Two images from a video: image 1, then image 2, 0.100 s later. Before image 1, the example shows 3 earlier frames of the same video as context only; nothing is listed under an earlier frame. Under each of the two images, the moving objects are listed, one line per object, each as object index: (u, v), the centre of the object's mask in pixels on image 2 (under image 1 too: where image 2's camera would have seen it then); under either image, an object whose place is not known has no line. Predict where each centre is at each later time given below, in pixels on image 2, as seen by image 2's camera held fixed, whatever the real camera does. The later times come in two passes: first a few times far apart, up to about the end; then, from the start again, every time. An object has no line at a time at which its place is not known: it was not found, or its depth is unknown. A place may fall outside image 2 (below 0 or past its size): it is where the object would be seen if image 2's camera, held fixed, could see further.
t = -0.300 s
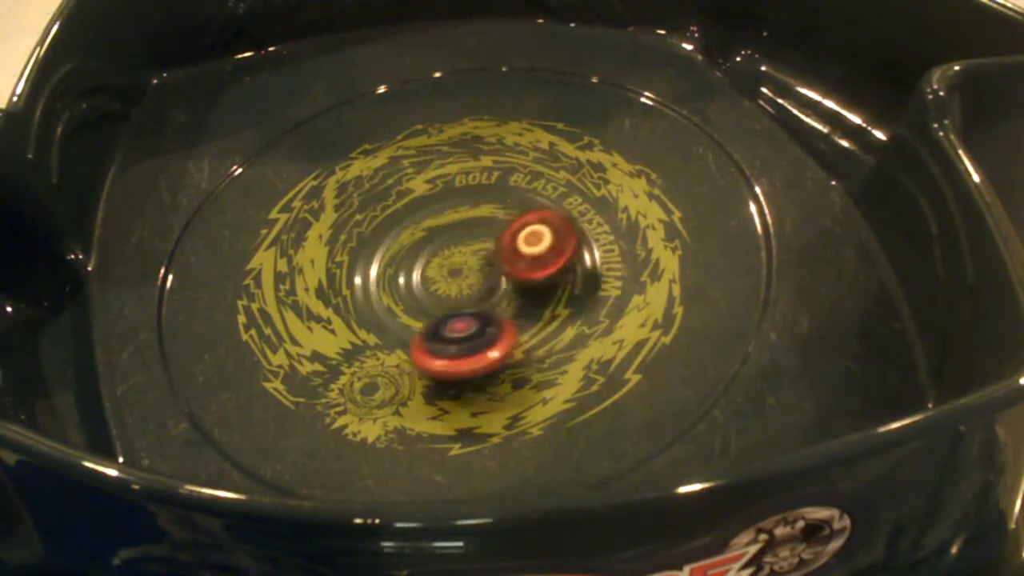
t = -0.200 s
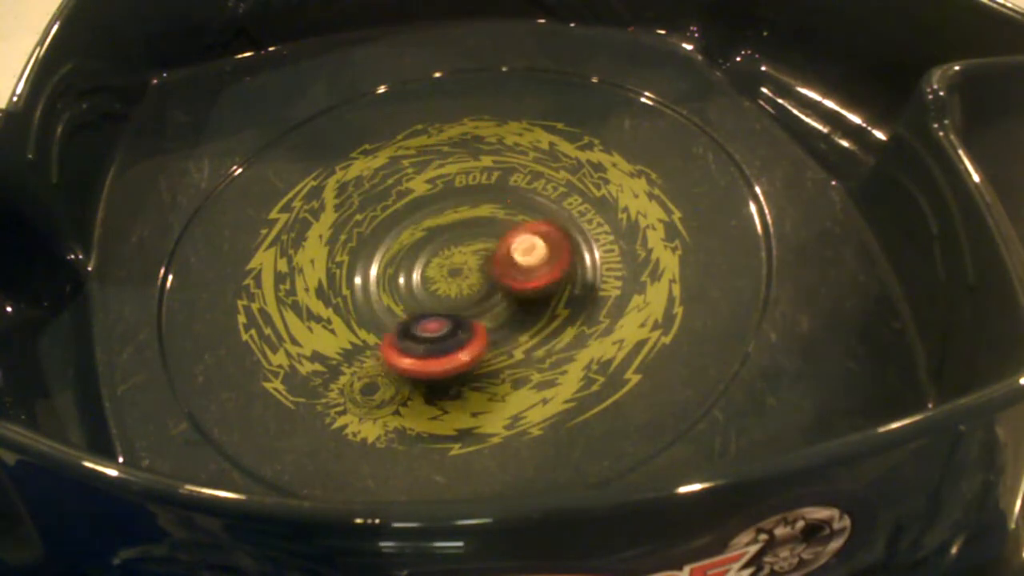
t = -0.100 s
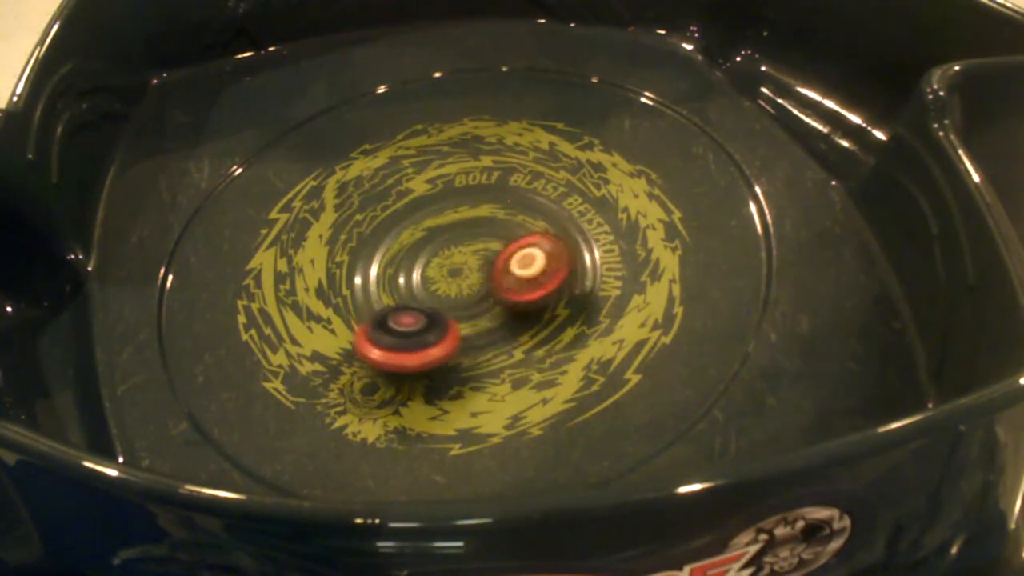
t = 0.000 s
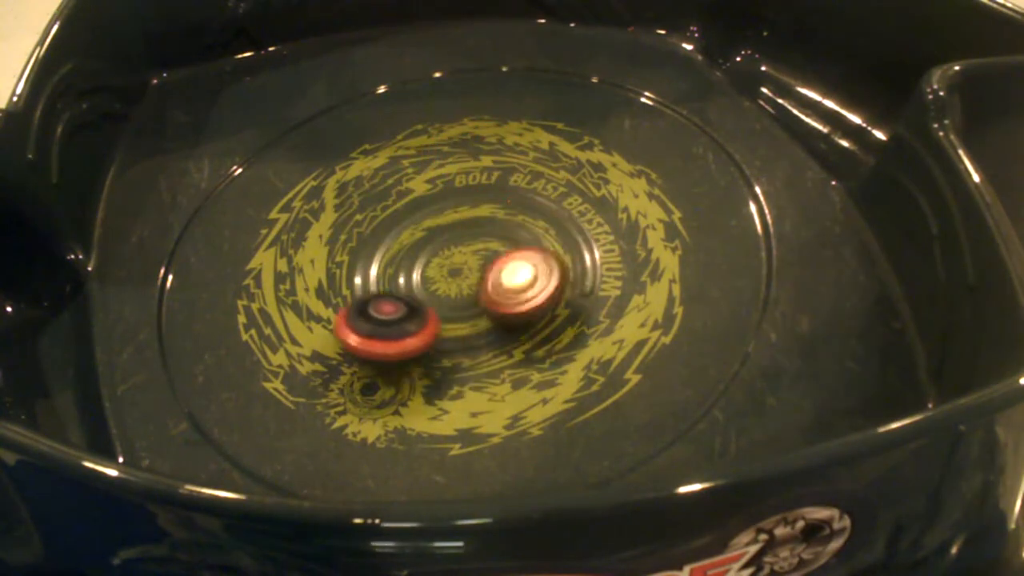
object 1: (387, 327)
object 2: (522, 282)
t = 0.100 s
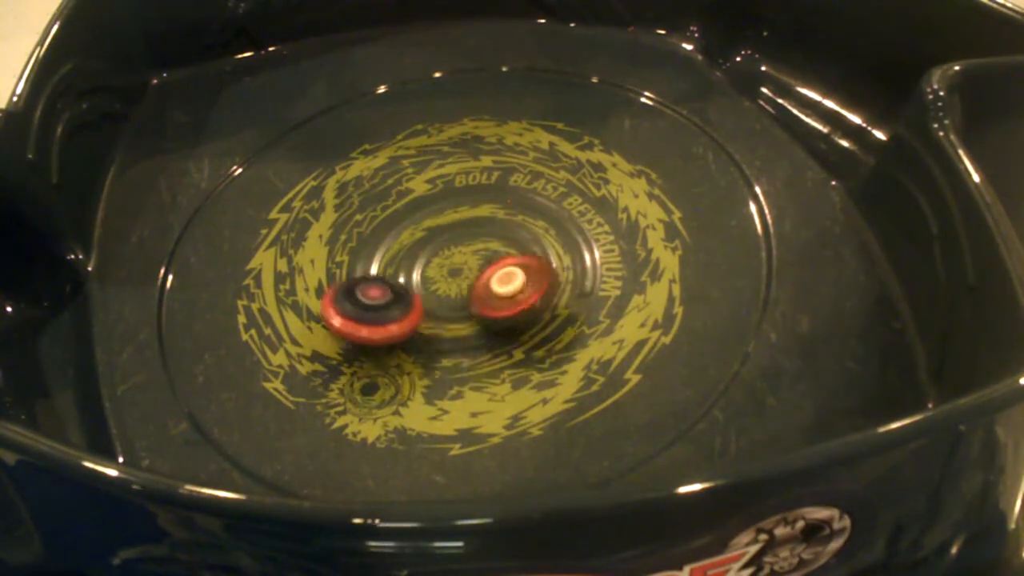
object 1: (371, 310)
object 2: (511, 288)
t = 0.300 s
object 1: (374, 278)
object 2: (493, 302)
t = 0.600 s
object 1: (409, 212)
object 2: (452, 314)
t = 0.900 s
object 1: (477, 177)
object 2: (399, 306)
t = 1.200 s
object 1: (533, 191)
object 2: (369, 272)
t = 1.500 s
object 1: (574, 233)
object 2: (376, 227)
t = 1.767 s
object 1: (569, 280)
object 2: (412, 195)
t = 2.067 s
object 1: (506, 325)
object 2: (469, 175)
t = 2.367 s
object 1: (426, 321)
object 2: (533, 186)
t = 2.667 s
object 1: (386, 265)
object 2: (569, 222)
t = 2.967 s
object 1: (395, 211)
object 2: (576, 269)
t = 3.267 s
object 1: (449, 180)
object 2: (535, 261)
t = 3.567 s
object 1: (518, 183)
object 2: (448, 252)
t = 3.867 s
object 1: (567, 219)
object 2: (406, 247)
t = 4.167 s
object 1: (568, 278)
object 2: (418, 231)
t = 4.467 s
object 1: (499, 315)
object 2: (445, 214)
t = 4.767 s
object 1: (427, 293)
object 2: (487, 210)
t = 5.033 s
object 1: (380, 253)
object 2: (520, 224)
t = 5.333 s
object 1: (400, 203)
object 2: (531, 255)
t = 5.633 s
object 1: (454, 180)
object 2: (504, 296)
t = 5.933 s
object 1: (527, 187)
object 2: (452, 315)
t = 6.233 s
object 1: (571, 233)
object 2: (394, 303)
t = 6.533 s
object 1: (558, 287)
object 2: (367, 267)
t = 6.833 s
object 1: (483, 298)
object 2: (380, 219)
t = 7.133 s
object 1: (415, 268)
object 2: (424, 187)
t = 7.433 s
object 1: (418, 241)
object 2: (501, 167)
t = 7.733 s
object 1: (449, 215)
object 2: (555, 202)
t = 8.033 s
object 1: (486, 213)
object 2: (569, 240)
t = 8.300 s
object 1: (522, 225)
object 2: (562, 303)
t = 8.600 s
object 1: (521, 224)
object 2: (515, 372)
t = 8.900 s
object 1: (535, 260)
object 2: (445, 347)
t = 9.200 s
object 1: (518, 290)
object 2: (422, 273)
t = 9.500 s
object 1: (510, 298)
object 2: (425, 172)
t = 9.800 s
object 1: (513, 296)
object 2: (460, 145)
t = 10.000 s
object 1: (518, 292)
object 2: (494, 152)
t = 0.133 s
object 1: (368, 305)
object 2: (507, 291)
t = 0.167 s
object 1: (366, 299)
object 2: (504, 297)
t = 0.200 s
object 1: (364, 292)
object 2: (501, 301)
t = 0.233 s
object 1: (364, 287)
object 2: (500, 301)
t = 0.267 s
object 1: (368, 283)
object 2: (498, 300)
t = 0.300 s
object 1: (374, 278)
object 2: (493, 302)
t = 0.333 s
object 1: (379, 271)
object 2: (487, 306)
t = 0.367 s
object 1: (382, 264)
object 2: (483, 309)
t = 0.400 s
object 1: (385, 255)
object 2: (482, 309)
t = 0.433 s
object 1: (388, 248)
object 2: (478, 310)
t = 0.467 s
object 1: (391, 240)
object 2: (475, 309)
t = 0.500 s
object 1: (395, 232)
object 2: (471, 311)
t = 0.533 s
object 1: (399, 225)
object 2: (465, 312)
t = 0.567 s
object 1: (404, 219)
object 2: (459, 314)
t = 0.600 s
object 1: (409, 212)
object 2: (452, 314)
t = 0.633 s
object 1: (415, 205)
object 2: (447, 315)
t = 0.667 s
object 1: (421, 198)
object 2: (442, 315)
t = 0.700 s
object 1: (430, 189)
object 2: (435, 315)
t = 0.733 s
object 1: (440, 180)
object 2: (428, 314)
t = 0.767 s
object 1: (447, 178)
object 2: (423, 313)
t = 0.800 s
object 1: (453, 180)
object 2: (416, 312)
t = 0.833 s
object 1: (458, 182)
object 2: (410, 310)
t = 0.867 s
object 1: (466, 181)
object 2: (403, 308)
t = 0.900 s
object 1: (477, 177)
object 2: (399, 306)
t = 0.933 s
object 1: (487, 174)
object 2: (393, 303)
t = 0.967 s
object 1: (492, 175)
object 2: (389, 300)
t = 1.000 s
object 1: (495, 178)
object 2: (385, 297)
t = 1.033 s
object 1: (500, 181)
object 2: (382, 294)
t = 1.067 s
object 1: (509, 182)
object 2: (378, 289)
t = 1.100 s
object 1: (520, 182)
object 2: (375, 285)
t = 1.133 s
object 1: (528, 183)
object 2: (373, 280)
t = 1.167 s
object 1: (531, 186)
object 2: (371, 275)
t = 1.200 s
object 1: (533, 191)
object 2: (369, 272)
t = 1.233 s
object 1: (538, 195)
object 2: (368, 267)
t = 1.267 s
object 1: (547, 198)
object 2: (367, 262)
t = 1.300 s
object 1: (556, 202)
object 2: (367, 257)
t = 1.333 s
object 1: (560, 206)
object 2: (367, 252)
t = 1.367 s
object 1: (560, 210)
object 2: (367, 247)
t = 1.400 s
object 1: (561, 215)
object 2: (368, 241)
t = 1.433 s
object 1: (565, 221)
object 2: (370, 237)
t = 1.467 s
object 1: (572, 228)
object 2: (373, 232)
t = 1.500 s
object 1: (574, 233)
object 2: (376, 227)
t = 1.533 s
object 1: (575, 237)
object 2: (379, 222)
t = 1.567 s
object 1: (574, 242)
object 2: (383, 217)
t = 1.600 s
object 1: (573, 249)
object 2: (388, 213)
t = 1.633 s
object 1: (573, 258)
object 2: (393, 207)
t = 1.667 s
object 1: (573, 267)
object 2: (397, 204)
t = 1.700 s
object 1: (572, 271)
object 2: (401, 201)
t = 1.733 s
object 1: (571, 275)
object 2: (407, 197)
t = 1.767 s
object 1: (569, 280)
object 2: (412, 195)
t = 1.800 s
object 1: (565, 286)
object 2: (418, 191)
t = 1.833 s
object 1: (559, 292)
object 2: (423, 189)
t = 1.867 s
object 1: (553, 298)
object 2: (429, 187)
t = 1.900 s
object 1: (547, 303)
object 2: (436, 184)
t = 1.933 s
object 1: (539, 309)
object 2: (442, 181)
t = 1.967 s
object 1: (531, 314)
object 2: (448, 179)
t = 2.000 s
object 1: (524, 318)
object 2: (455, 177)
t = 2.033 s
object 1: (515, 321)
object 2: (461, 176)
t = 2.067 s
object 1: (506, 325)
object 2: (469, 175)
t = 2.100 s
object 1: (497, 327)
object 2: (477, 174)
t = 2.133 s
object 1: (487, 329)
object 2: (485, 174)
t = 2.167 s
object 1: (478, 330)
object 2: (493, 175)
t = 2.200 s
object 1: (468, 330)
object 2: (500, 176)
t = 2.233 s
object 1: (460, 330)
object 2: (508, 178)
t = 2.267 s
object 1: (450, 329)
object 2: (515, 180)
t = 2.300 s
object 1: (441, 327)
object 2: (521, 181)
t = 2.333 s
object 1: (433, 324)
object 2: (527, 184)
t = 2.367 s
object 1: (426, 321)
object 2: (533, 186)
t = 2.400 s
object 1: (423, 317)
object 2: (539, 189)
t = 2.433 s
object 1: (423, 310)
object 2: (544, 193)
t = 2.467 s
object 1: (419, 303)
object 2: (549, 196)
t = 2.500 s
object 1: (411, 297)
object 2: (553, 199)
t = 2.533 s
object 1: (405, 291)
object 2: (557, 204)
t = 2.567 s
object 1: (399, 285)
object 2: (561, 208)
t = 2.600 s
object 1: (393, 278)
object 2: (563, 213)
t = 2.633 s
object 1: (389, 271)
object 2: (567, 217)
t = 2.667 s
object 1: (386, 265)
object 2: (569, 222)
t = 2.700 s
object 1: (383, 258)
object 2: (571, 228)
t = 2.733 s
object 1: (380, 251)
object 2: (572, 233)
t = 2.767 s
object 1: (378, 243)
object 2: (573, 239)
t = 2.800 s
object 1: (376, 235)
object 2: (574, 245)
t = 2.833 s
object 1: (375, 225)
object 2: (574, 251)
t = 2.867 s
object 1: (377, 218)
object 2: (574, 257)
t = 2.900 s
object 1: (383, 217)
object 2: (573, 264)
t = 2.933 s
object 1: (390, 216)
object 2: (574, 268)
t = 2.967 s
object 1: (395, 211)
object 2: (576, 269)
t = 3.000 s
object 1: (401, 204)
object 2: (576, 268)
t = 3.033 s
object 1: (405, 198)
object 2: (576, 265)
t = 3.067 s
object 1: (410, 195)
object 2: (573, 261)
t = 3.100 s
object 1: (415, 195)
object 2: (570, 260)
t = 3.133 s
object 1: (421, 194)
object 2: (565, 261)
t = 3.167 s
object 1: (427, 191)
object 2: (560, 262)
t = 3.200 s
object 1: (436, 186)
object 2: (554, 262)
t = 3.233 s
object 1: (444, 181)
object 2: (546, 262)
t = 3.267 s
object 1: (449, 180)
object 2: (535, 261)
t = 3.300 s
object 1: (453, 180)
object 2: (524, 259)
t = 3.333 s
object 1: (459, 180)
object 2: (514, 259)
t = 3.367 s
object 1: (469, 179)
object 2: (505, 259)
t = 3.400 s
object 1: (479, 177)
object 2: (495, 258)
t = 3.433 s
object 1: (489, 176)
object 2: (484, 255)
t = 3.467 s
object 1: (495, 177)
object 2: (474, 253)
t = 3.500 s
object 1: (501, 179)
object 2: (466, 252)
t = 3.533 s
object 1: (508, 181)
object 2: (457, 252)
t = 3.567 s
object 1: (518, 183)
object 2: (448, 252)
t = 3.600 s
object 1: (525, 185)
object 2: (440, 251)
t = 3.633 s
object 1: (531, 188)
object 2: (431, 251)
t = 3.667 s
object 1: (537, 192)
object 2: (425, 250)
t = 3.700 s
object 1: (544, 195)
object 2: (417, 249)
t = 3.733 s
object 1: (550, 200)
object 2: (409, 247)
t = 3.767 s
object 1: (555, 204)
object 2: (402, 244)
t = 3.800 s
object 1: (559, 209)
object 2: (402, 243)
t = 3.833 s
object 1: (562, 214)
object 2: (402, 245)
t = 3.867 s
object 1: (567, 219)
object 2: (406, 247)
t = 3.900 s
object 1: (569, 226)
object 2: (410, 251)
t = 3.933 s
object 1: (572, 233)
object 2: (414, 251)
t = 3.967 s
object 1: (574, 241)
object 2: (411, 247)
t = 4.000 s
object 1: (575, 248)
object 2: (410, 242)
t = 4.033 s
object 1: (574, 256)
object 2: (410, 240)
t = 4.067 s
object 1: (573, 264)
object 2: (412, 239)
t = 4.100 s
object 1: (572, 270)
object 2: (415, 238)
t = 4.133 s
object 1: (571, 273)
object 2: (416, 235)
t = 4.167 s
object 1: (568, 278)
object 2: (418, 231)
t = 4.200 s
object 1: (563, 284)
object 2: (420, 228)
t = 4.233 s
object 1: (558, 290)
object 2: (422, 226)
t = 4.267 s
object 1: (550, 295)
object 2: (424, 224)
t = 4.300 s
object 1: (544, 299)
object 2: (427, 222)
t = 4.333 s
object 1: (535, 304)
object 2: (430, 220)
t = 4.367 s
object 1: (527, 308)
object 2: (432, 219)
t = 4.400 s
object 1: (518, 311)
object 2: (435, 217)
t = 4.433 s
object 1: (509, 312)
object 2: (439, 216)
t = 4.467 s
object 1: (499, 315)
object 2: (445, 214)
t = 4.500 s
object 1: (490, 316)
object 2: (449, 213)
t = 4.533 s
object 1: (481, 316)
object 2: (453, 211)
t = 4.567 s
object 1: (473, 315)
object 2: (458, 210)
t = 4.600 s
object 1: (468, 312)
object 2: (463, 209)
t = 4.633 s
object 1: (461, 306)
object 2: (468, 210)
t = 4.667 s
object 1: (452, 302)
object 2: (473, 209)
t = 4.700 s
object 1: (444, 300)
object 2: (477, 210)
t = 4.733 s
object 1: (435, 297)
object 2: (482, 210)
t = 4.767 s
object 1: (427, 293)
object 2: (487, 210)
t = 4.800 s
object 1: (419, 288)
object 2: (492, 211)
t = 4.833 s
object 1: (411, 284)
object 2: (497, 211)
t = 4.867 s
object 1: (404, 279)
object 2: (502, 213)
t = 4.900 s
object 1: (397, 275)
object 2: (506, 215)
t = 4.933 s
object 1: (392, 270)
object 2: (510, 217)
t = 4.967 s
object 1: (387, 265)
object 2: (514, 218)
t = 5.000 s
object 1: (384, 259)
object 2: (517, 221)
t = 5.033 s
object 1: (380, 253)
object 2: (520, 224)
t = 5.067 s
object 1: (378, 247)
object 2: (523, 226)
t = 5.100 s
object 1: (376, 240)
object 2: (525, 229)
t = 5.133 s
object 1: (374, 230)
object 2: (527, 232)
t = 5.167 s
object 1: (374, 224)
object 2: (529, 236)
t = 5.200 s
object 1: (378, 221)
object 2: (530, 240)
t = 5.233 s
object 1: (384, 219)
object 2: (531, 244)
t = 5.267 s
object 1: (390, 216)
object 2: (531, 248)
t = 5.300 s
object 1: (395, 210)
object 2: (531, 252)
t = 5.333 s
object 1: (400, 203)
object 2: (531, 255)
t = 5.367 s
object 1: (404, 199)
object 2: (529, 261)
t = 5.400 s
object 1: (409, 198)
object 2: (528, 265)
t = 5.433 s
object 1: (413, 197)
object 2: (527, 270)
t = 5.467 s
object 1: (419, 195)
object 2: (524, 274)
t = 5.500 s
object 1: (427, 190)
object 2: (522, 279)
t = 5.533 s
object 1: (436, 185)
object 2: (518, 284)
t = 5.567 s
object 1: (444, 181)
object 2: (514, 289)
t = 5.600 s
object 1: (449, 180)
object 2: (509, 292)
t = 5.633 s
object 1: (454, 180)
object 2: (504, 296)
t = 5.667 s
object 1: (461, 180)
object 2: (500, 299)
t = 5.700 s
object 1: (469, 178)
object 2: (494, 302)
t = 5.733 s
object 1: (479, 177)
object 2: (489, 305)
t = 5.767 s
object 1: (488, 177)
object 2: (483, 308)
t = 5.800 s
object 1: (495, 178)
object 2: (478, 310)
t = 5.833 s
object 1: (501, 178)
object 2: (471, 312)
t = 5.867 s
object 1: (510, 181)
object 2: (464, 313)
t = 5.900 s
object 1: (518, 183)
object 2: (457, 315)
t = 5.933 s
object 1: (527, 187)
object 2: (452, 315)
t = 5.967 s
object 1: (535, 190)
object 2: (444, 315)
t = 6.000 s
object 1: (541, 194)
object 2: (439, 315)
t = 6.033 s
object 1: (547, 199)
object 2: (431, 315)
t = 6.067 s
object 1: (552, 203)
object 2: (425, 314)
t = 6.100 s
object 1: (557, 208)
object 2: (418, 313)
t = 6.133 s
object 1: (563, 214)
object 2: (412, 312)
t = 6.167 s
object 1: (566, 220)
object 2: (405, 309)
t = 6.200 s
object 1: (569, 226)
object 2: (400, 306)
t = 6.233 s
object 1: (571, 233)
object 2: (394, 303)
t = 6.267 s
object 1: (573, 240)
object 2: (389, 301)
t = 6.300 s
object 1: (574, 247)
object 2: (385, 297)
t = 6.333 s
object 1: (574, 255)
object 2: (380, 294)
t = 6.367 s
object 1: (572, 264)
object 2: (377, 291)
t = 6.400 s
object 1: (571, 269)
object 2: (374, 286)
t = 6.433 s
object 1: (571, 273)
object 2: (372, 281)
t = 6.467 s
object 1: (568, 278)
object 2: (370, 276)
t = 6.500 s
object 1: (563, 283)
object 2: (368, 271)
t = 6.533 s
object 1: (558, 287)
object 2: (367, 267)
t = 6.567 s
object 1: (551, 291)
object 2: (366, 262)
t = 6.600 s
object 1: (543, 294)
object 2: (366, 257)
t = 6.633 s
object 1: (535, 298)
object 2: (367, 251)
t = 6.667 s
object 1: (526, 300)
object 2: (368, 246)
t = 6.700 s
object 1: (517, 302)
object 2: (369, 241)
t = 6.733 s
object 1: (508, 304)
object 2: (369, 236)
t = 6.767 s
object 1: (500, 304)
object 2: (373, 230)
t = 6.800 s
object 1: (493, 301)
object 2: (377, 224)
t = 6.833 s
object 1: (483, 298)
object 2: (380, 219)
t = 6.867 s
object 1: (472, 297)
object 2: (384, 214)
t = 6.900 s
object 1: (463, 295)
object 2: (389, 210)
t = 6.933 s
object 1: (453, 293)
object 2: (393, 207)
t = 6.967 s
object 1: (444, 291)
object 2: (398, 202)
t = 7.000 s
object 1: (439, 287)
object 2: (402, 199)
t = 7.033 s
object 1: (438, 283)
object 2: (407, 196)
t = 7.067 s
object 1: (434, 276)
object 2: (413, 193)
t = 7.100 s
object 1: (427, 272)
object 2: (419, 191)
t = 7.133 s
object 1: (415, 268)
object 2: (424, 187)
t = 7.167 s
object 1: (407, 261)
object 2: (429, 185)
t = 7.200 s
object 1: (406, 257)
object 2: (436, 183)
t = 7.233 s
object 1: (411, 255)
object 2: (442, 180)
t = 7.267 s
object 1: (415, 251)
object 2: (449, 179)
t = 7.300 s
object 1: (416, 247)
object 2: (455, 177)
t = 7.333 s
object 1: (415, 239)
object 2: (462, 175)
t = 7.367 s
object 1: (413, 235)
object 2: (471, 172)
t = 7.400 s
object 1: (413, 237)
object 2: (489, 167)
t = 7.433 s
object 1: (418, 241)
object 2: (501, 167)
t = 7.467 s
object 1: (422, 242)
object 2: (508, 173)
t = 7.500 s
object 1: (424, 239)
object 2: (512, 181)
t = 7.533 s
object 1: (424, 235)
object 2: (520, 184)
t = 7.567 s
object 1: (424, 229)
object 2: (531, 187)
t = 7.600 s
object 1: (427, 225)
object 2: (543, 190)
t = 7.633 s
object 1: (430, 223)
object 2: (550, 192)
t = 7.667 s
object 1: (435, 221)
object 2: (550, 196)
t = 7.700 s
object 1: (442, 219)
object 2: (551, 199)
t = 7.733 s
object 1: (449, 215)
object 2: (555, 202)
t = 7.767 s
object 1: (456, 213)
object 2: (560, 206)
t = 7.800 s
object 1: (461, 212)
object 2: (561, 209)
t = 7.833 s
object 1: (465, 212)
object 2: (562, 210)
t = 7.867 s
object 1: (471, 213)
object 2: (562, 212)
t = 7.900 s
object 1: (474, 211)
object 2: (572, 217)
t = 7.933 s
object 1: (473, 211)
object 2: (580, 222)
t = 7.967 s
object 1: (474, 211)
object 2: (581, 228)
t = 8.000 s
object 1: (478, 213)
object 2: (577, 234)
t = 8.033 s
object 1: (486, 213)
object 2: (569, 240)
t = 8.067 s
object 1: (496, 214)
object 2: (566, 248)
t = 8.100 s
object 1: (504, 216)
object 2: (566, 258)
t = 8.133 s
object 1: (508, 218)
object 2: (567, 268)
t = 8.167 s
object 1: (512, 220)
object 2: (568, 275)
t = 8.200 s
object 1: (515, 222)
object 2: (567, 278)
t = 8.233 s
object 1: (519, 225)
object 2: (565, 282)
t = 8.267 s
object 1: (523, 228)
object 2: (561, 285)
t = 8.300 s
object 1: (522, 225)
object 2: (562, 303)
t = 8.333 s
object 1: (517, 219)
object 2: (562, 322)
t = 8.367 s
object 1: (510, 217)
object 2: (561, 338)
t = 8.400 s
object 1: (506, 216)
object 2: (556, 348)
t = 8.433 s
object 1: (506, 217)
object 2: (550, 356)
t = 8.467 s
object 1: (507, 216)
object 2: (545, 360)
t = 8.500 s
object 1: (511, 217)
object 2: (538, 365)
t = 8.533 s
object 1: (517, 218)
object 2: (531, 367)
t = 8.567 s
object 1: (519, 220)
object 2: (524, 369)
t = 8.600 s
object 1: (521, 224)
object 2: (515, 372)
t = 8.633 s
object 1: (523, 227)
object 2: (508, 372)
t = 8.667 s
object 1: (527, 230)
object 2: (500, 371)
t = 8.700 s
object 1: (531, 234)
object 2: (491, 370)
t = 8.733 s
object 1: (533, 238)
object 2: (483, 368)
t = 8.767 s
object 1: (535, 242)
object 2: (475, 366)
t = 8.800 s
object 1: (535, 246)
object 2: (465, 362)
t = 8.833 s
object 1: (536, 250)
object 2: (457, 357)
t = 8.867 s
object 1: (535, 255)
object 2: (451, 353)
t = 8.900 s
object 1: (535, 260)
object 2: (445, 347)
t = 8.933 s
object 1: (534, 265)
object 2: (440, 341)
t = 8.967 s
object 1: (534, 269)
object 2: (434, 334)
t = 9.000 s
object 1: (531, 272)
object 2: (431, 326)
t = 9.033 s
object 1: (529, 276)
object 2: (428, 319)
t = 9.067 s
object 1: (527, 279)
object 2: (429, 308)
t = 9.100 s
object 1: (525, 283)
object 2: (424, 297)
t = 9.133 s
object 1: (523, 286)
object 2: (420, 288)
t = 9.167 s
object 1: (520, 288)
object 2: (421, 280)
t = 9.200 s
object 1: (518, 290)
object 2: (422, 273)
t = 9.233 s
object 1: (517, 292)
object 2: (422, 259)
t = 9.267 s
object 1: (514, 294)
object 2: (418, 241)
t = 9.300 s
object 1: (513, 295)
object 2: (417, 224)
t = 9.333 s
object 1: (512, 296)
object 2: (418, 213)
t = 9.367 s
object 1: (511, 297)
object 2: (420, 202)
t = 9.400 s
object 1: (511, 298)
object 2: (420, 194)
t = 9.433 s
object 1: (510, 298)
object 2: (422, 184)
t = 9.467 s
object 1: (510, 298)
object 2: (423, 177)
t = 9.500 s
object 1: (510, 298)
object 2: (425, 172)
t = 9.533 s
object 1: (510, 298)
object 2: (427, 168)
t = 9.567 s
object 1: (511, 298)
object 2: (429, 162)
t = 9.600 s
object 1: (511, 298)
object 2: (433, 158)
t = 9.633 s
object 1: (511, 298)
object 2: (437, 154)
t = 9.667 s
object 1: (511, 297)
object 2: (441, 152)
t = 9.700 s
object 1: (512, 297)
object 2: (446, 149)
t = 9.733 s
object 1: (512, 297)
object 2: (450, 148)
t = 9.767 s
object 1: (513, 297)
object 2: (455, 146)
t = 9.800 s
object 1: (513, 296)
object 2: (460, 145)
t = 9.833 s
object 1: (514, 296)
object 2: (467, 144)
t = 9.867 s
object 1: (515, 295)
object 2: (471, 144)
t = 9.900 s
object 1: (516, 294)
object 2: (477, 146)
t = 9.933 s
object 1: (516, 294)
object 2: (483, 147)
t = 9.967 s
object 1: (517, 293)
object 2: (488, 149)
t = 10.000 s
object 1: (518, 292)
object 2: (494, 152)
